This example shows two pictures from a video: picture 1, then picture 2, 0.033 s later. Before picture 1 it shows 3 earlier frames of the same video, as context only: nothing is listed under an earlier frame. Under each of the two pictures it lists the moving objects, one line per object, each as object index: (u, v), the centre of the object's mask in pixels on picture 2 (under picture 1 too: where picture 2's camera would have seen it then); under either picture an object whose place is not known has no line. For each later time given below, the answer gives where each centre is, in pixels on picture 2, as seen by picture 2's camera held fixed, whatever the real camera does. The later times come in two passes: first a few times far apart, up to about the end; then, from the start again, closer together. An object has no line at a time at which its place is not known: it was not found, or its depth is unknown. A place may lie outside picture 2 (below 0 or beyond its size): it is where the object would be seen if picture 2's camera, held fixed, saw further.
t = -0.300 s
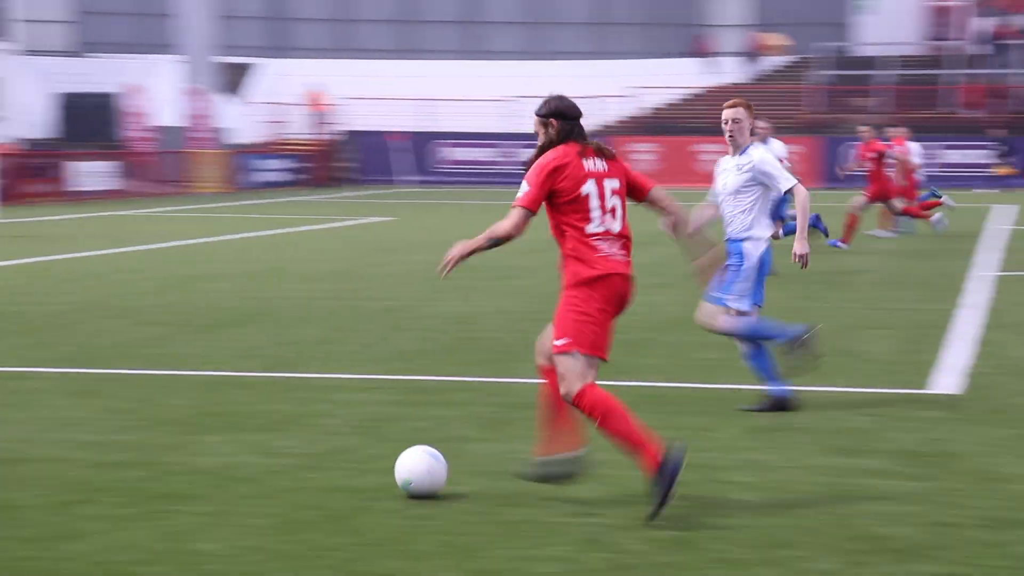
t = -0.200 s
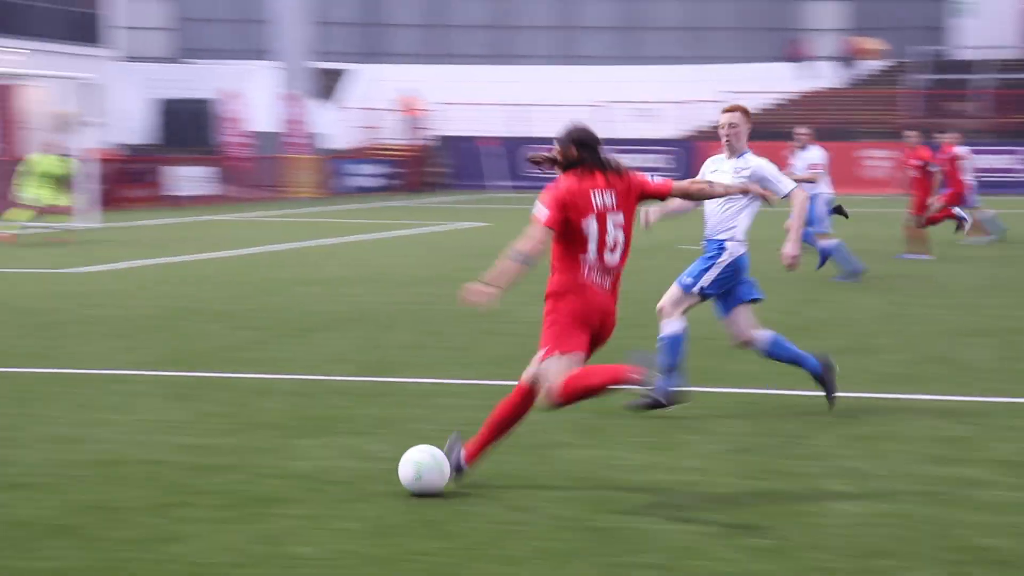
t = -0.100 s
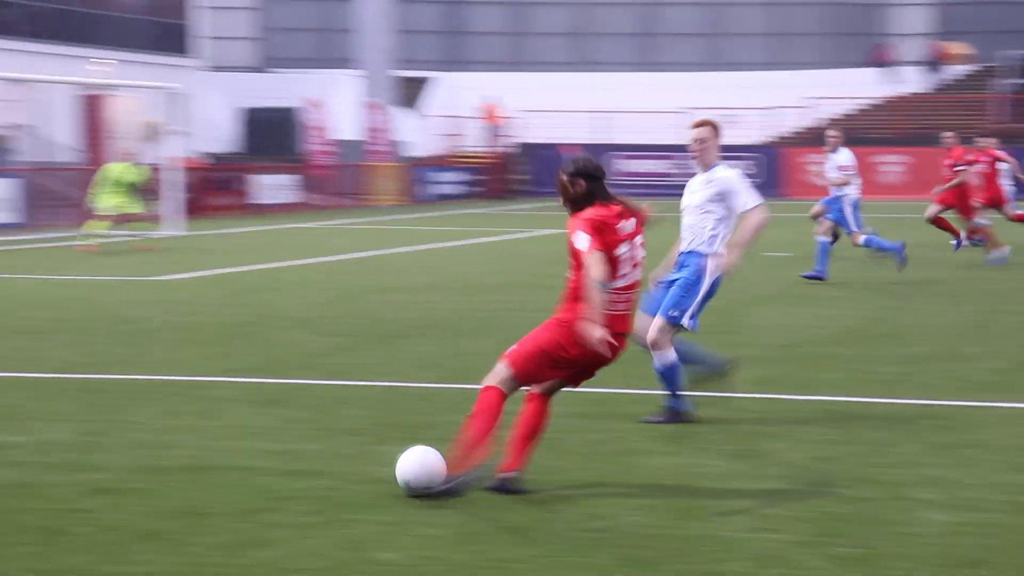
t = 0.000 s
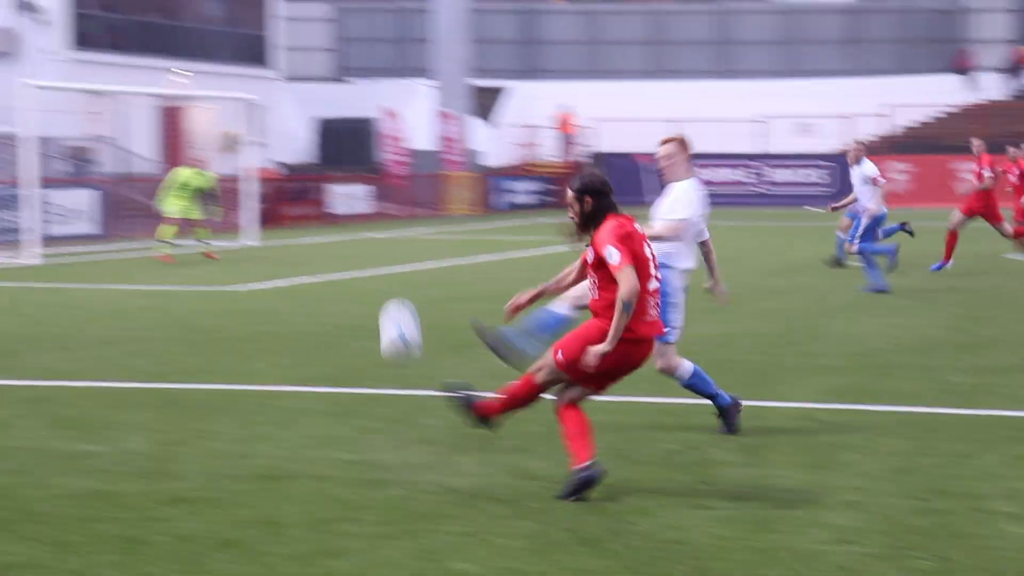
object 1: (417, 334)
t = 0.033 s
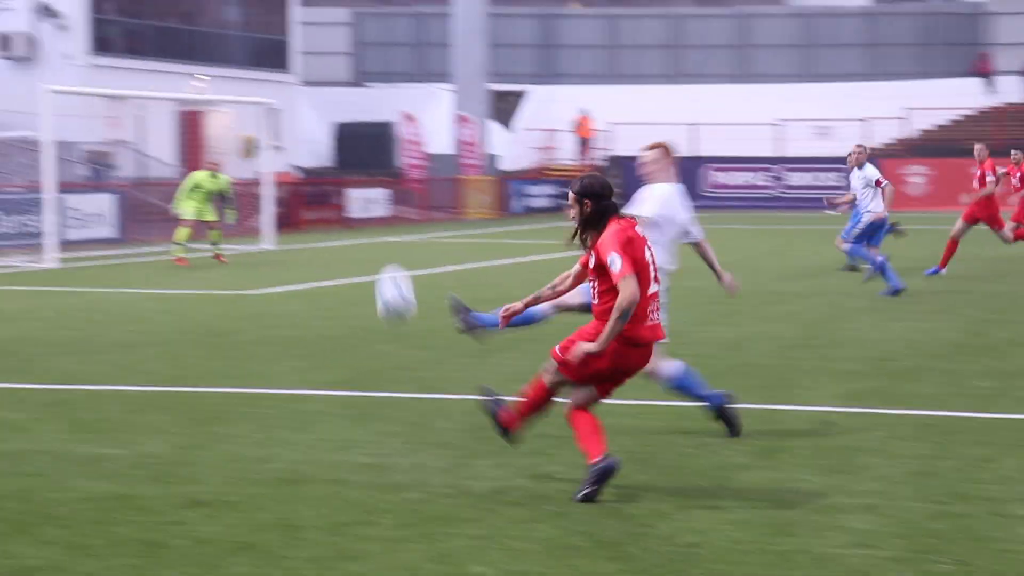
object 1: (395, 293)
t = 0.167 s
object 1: (338, 186)
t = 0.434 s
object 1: (309, 104)
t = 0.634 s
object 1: (320, 99)
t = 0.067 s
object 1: (376, 257)
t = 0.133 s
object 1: (348, 206)
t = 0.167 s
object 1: (338, 186)
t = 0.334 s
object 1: (312, 121)
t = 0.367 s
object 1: (309, 114)
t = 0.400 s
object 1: (309, 108)
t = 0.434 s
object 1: (309, 104)
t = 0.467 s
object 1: (310, 101)
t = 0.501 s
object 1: (311, 98)
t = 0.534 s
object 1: (313, 97)
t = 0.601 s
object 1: (315, 97)
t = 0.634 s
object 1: (320, 99)
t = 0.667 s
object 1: (324, 101)
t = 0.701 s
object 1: (330, 105)
